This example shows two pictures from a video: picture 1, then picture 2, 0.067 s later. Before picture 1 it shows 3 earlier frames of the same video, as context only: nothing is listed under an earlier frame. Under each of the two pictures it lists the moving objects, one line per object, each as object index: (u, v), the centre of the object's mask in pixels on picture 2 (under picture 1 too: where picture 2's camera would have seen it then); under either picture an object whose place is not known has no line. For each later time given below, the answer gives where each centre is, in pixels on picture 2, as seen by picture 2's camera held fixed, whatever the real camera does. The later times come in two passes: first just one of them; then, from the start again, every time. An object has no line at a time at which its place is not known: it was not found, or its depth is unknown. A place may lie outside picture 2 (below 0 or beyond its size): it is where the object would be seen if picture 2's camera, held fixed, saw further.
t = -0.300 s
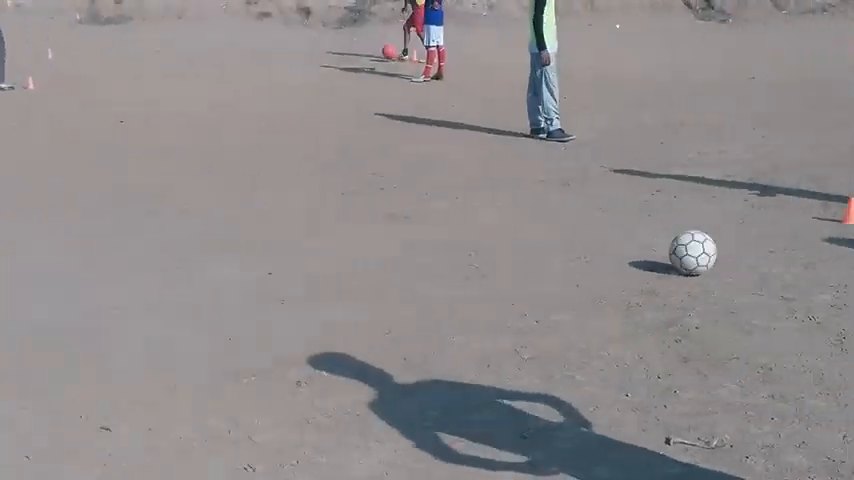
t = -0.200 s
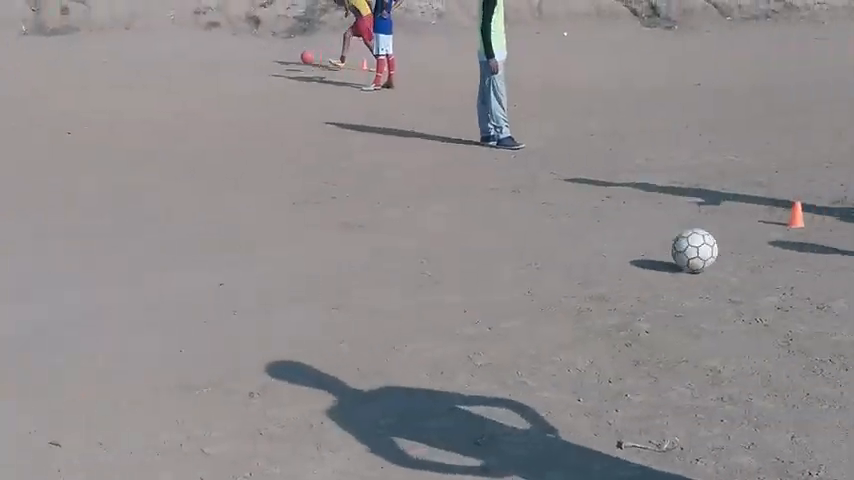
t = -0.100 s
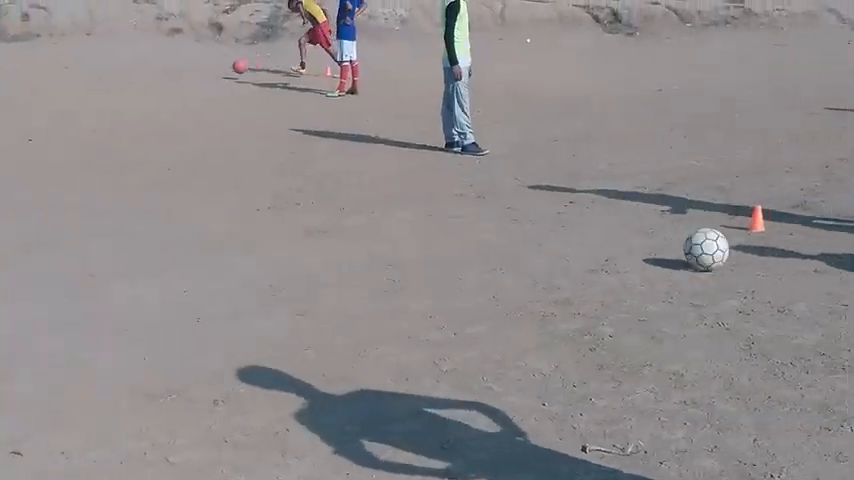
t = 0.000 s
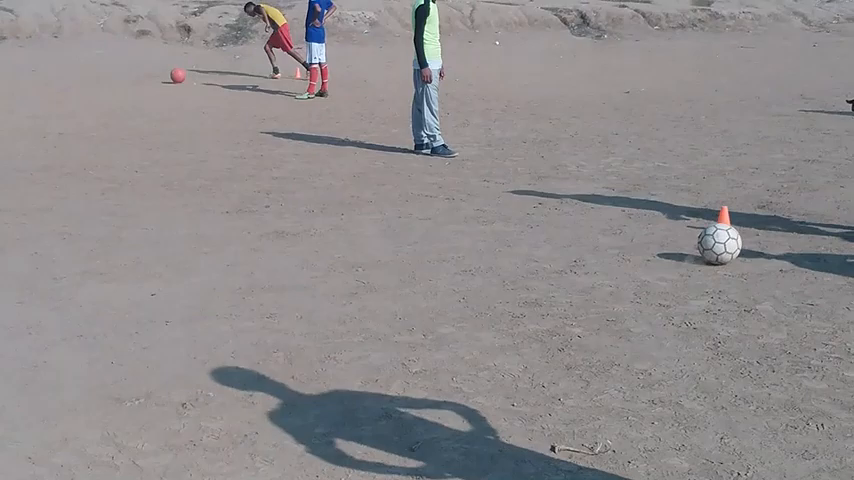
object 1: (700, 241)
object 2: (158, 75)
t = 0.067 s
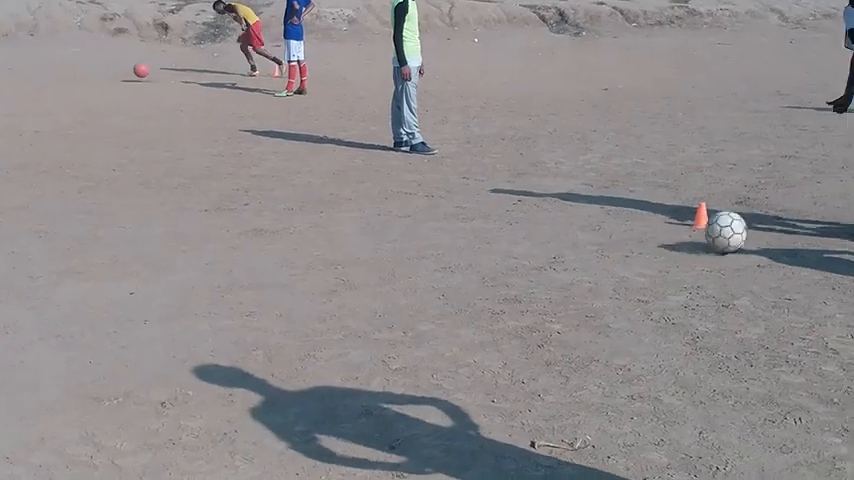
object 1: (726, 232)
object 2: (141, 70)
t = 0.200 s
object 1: (776, 222)
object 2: (107, 73)
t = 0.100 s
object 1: (738, 230)
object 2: (132, 69)
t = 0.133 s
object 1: (751, 232)
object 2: (124, 70)
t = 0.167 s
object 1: (764, 226)
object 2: (116, 70)
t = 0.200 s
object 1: (776, 222)
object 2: (107, 73)
